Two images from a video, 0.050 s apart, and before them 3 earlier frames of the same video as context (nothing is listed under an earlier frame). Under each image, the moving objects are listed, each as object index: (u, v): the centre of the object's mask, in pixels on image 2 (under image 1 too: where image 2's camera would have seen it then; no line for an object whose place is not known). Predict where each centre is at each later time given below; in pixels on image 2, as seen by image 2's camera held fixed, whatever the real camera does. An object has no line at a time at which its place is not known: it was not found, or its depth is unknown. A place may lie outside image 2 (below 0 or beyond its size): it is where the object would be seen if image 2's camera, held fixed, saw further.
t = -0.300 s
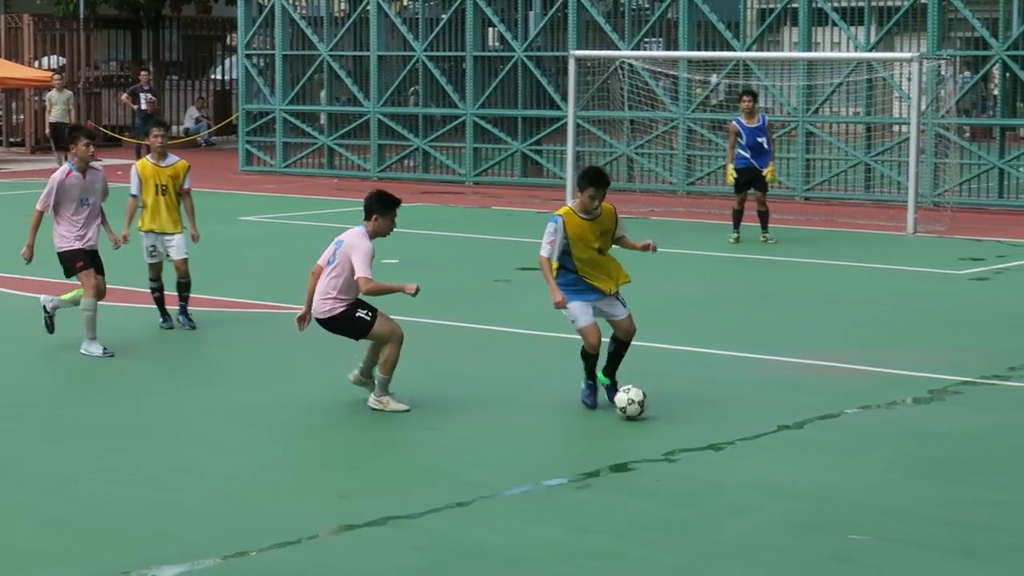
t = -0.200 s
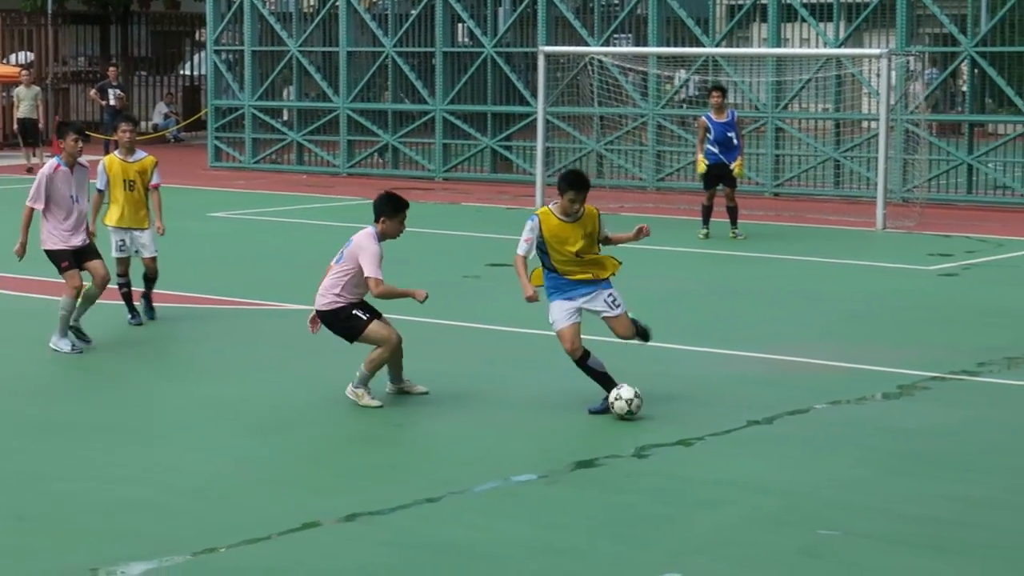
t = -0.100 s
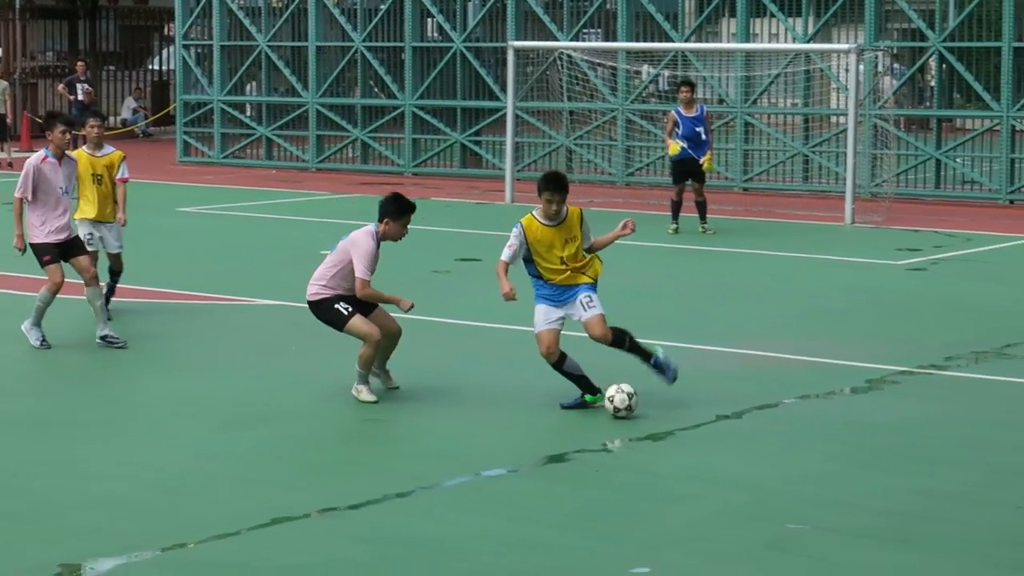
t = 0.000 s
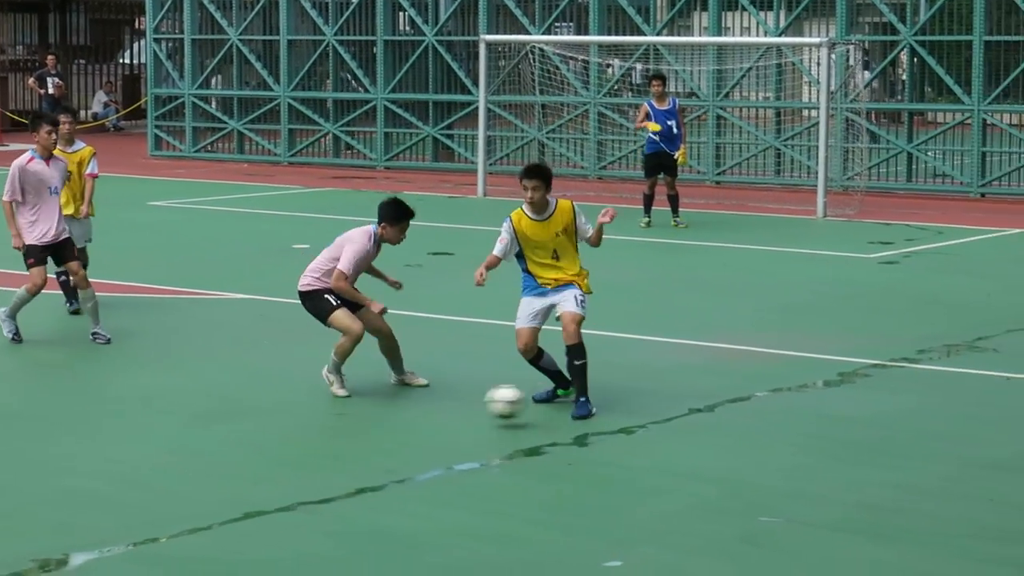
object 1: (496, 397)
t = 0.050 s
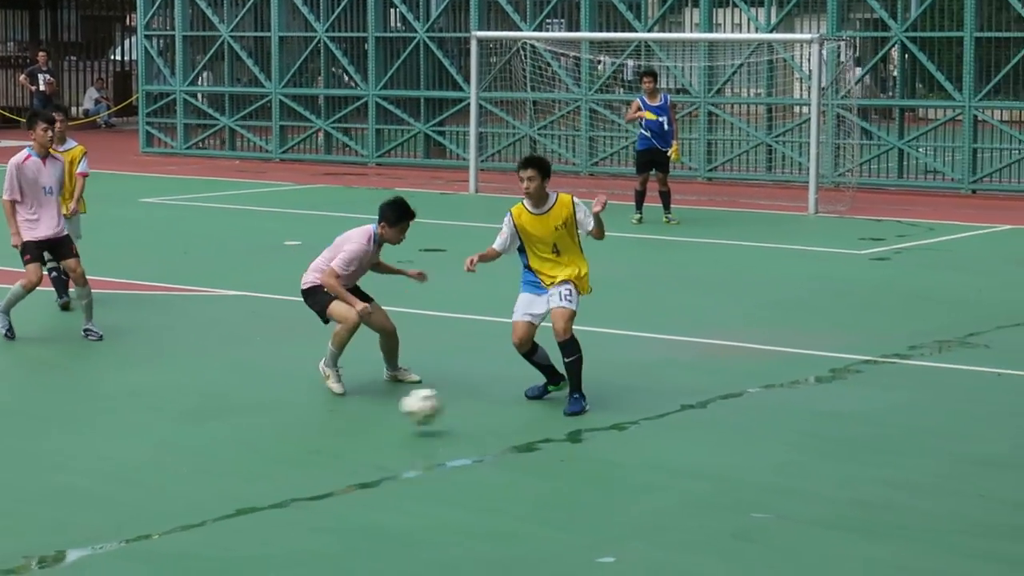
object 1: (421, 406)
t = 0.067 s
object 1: (395, 409)
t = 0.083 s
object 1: (368, 413)
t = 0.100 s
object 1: (341, 419)
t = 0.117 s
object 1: (313, 425)
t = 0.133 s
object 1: (285, 432)
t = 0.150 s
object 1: (256, 439)
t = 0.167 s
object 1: (228, 446)
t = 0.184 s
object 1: (202, 449)
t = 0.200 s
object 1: (175, 450)
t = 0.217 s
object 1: (148, 451)
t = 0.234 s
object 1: (122, 454)
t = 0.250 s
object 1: (96, 457)
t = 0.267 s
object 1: (69, 462)
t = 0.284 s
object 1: (42, 468)
